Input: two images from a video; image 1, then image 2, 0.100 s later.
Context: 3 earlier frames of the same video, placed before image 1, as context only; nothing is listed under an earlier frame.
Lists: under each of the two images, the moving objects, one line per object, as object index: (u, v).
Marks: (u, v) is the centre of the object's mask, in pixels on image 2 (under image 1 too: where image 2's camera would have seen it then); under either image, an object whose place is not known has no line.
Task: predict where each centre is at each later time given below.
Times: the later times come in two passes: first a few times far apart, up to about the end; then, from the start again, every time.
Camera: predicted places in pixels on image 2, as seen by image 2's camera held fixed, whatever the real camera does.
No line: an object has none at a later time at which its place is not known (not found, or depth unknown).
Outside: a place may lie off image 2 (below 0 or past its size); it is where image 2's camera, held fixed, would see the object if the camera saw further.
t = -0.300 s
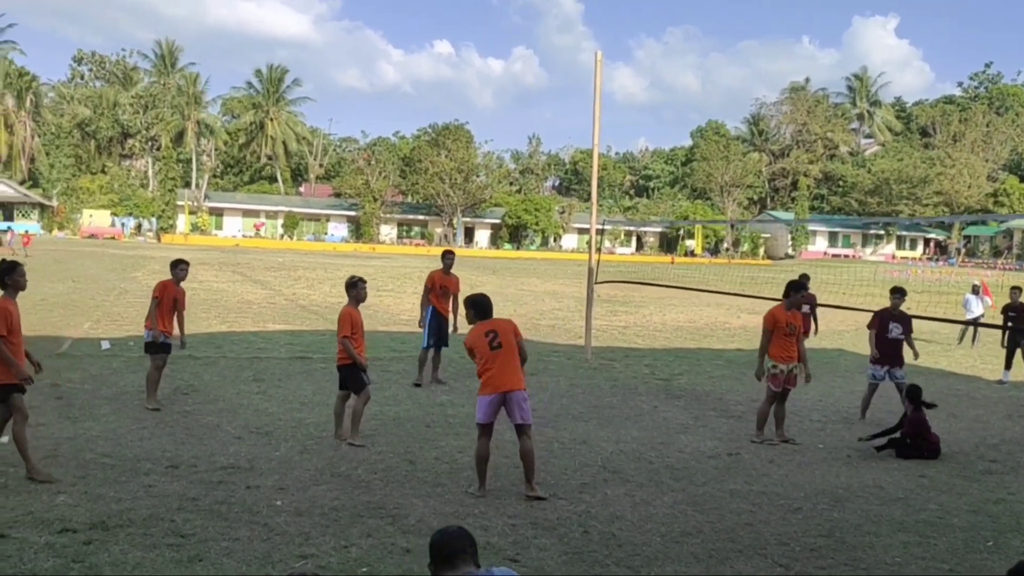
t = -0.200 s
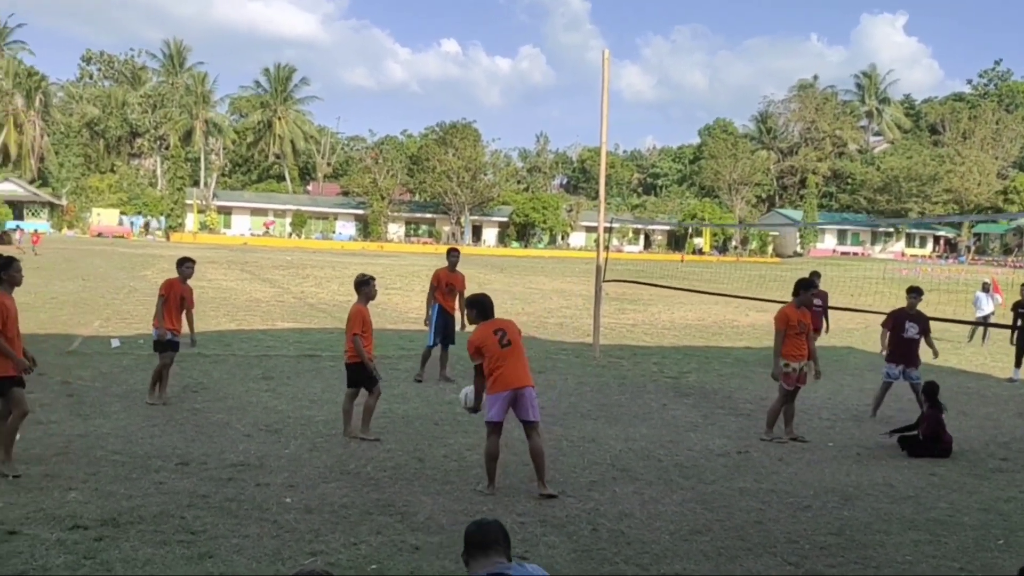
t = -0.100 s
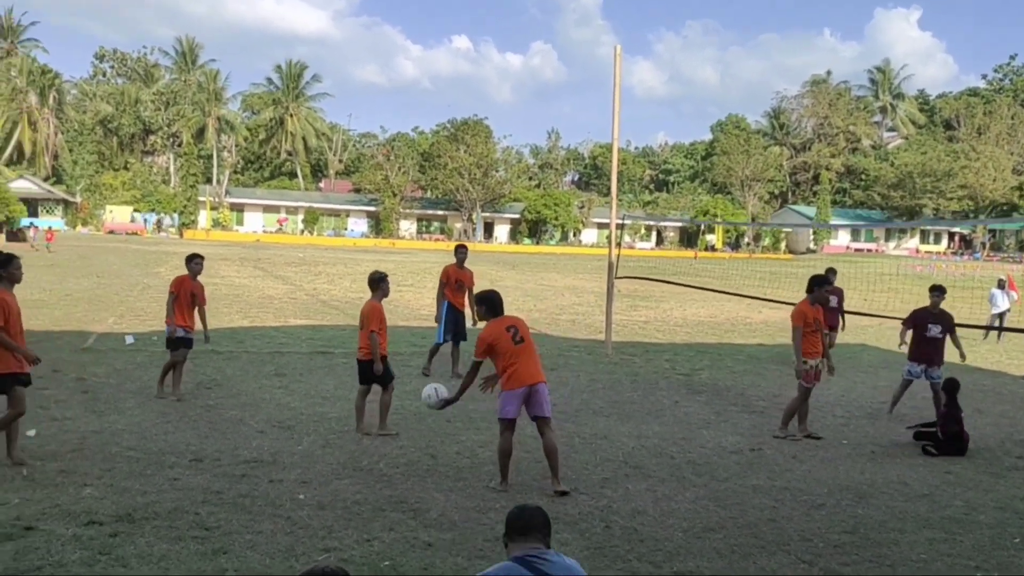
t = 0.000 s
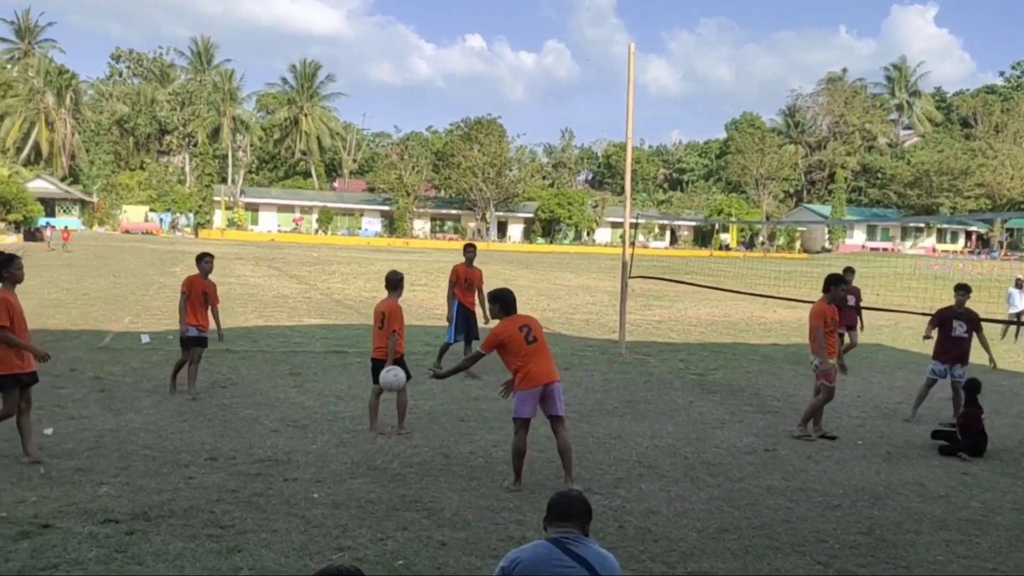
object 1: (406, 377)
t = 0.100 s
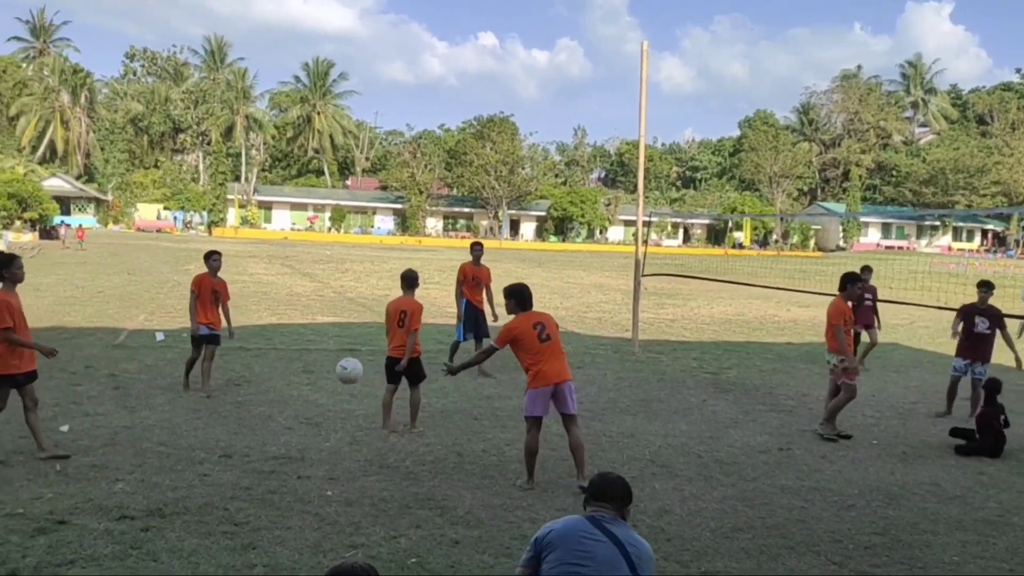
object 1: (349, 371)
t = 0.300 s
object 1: (236, 395)
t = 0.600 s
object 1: (95, 409)
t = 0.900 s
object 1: (-7, 385)
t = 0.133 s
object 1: (331, 371)
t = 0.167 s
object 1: (312, 374)
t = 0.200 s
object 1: (293, 377)
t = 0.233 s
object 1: (275, 381)
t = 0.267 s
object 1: (256, 387)
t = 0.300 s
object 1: (236, 395)
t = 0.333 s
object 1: (217, 404)
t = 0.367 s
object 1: (197, 413)
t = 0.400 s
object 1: (178, 426)
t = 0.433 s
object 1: (159, 439)
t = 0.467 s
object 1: (140, 455)
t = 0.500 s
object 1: (129, 444)
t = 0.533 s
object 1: (118, 431)
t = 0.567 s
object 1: (107, 420)
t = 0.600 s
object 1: (95, 409)
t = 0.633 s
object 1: (84, 402)
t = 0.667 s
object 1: (72, 395)
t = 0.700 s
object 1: (62, 390)
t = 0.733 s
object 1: (51, 386)
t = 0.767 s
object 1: (39, 382)
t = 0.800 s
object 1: (28, 381)
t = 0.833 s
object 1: (16, 381)
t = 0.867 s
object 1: (4, 383)
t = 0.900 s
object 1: (-7, 385)
